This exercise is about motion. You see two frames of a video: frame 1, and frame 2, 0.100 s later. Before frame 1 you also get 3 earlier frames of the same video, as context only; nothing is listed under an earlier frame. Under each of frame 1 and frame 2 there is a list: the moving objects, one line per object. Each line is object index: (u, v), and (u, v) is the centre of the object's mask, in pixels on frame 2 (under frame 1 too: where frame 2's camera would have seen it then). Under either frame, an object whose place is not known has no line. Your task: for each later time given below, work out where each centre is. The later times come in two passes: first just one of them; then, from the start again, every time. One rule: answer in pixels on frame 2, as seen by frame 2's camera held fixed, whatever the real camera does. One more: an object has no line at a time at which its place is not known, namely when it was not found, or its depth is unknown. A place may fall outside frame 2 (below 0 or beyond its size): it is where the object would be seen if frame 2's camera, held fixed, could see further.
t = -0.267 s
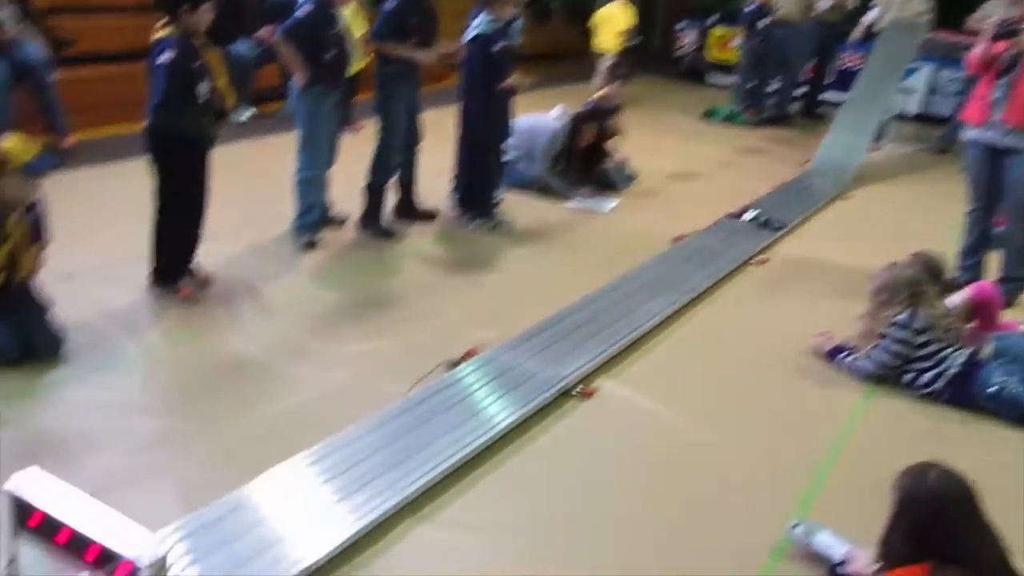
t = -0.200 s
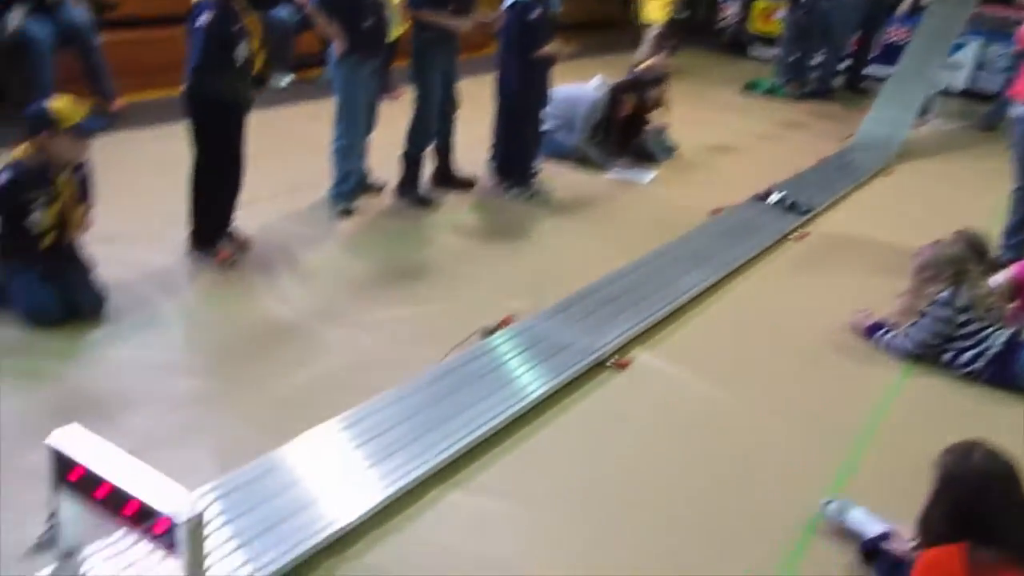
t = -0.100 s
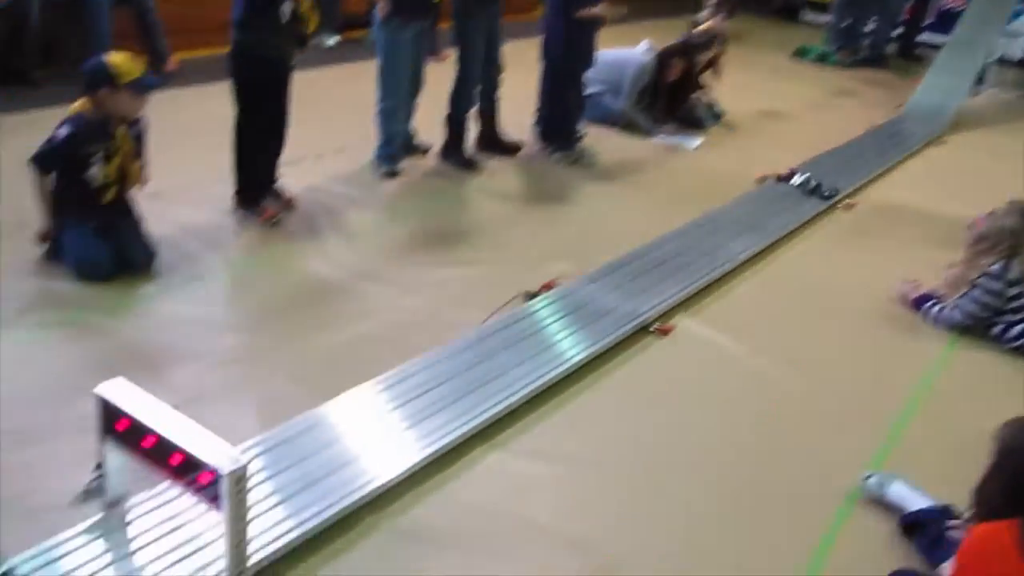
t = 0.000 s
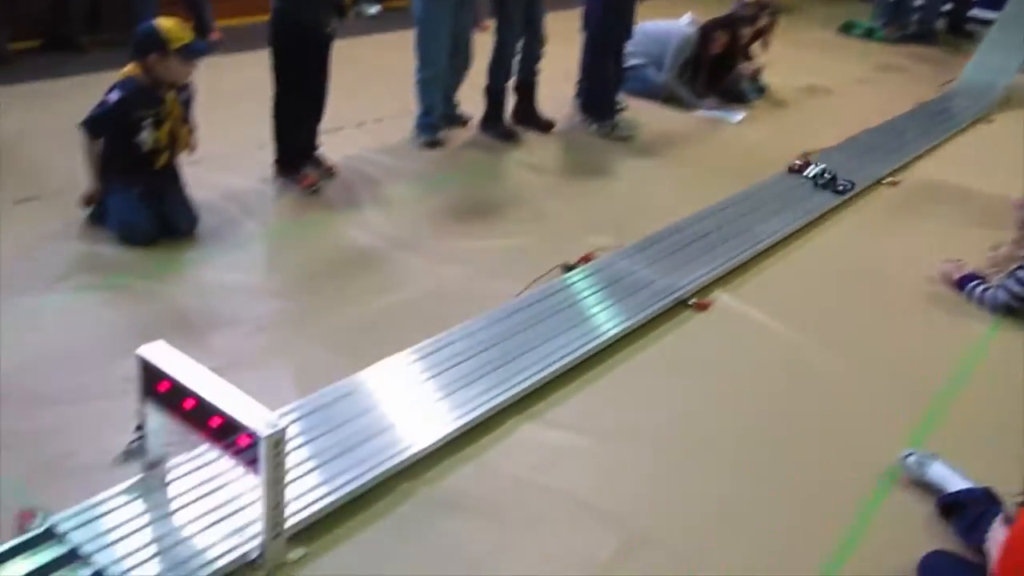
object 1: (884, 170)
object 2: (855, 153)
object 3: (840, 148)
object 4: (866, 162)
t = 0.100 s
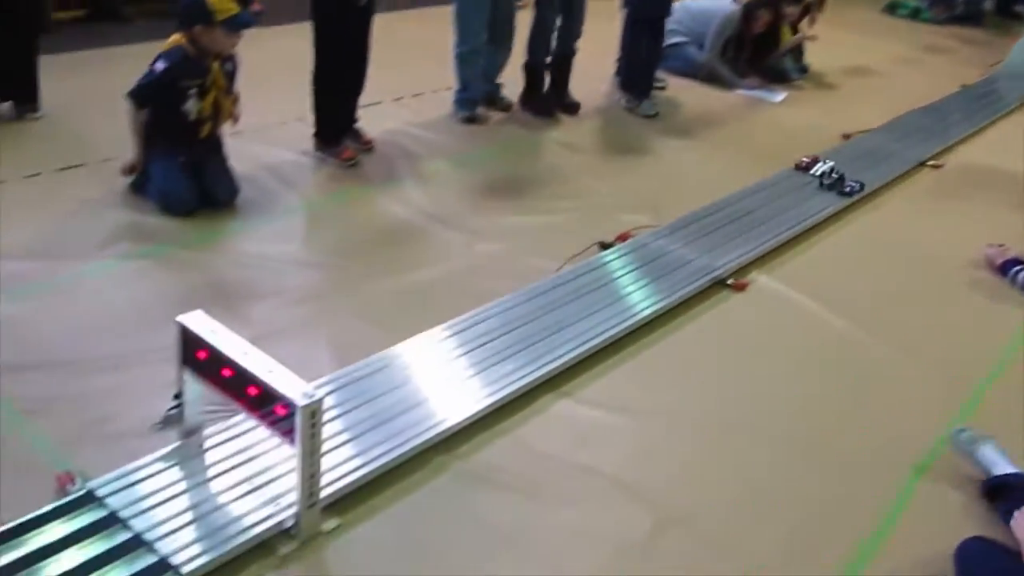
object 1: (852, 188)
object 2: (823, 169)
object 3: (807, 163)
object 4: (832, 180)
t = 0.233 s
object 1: (797, 218)
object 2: (771, 194)
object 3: (754, 188)
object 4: (778, 208)
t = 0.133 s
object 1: (839, 195)
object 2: (811, 174)
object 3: (795, 169)
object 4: (820, 187)
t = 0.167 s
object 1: (825, 202)
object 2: (799, 181)
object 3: (782, 175)
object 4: (807, 193)
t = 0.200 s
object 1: (811, 210)
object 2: (786, 187)
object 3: (769, 181)
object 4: (793, 201)
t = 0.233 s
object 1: (797, 218)
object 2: (771, 194)
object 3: (754, 188)
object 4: (778, 208)
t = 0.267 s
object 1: (781, 226)
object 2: (757, 201)
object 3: (739, 194)
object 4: (762, 217)
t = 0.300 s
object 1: (765, 235)
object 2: (742, 210)
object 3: (722, 202)
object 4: (745, 225)
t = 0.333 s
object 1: (748, 245)
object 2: (726, 216)
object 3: (707, 209)
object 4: (728, 232)
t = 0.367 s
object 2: (709, 224)
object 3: (690, 217)
